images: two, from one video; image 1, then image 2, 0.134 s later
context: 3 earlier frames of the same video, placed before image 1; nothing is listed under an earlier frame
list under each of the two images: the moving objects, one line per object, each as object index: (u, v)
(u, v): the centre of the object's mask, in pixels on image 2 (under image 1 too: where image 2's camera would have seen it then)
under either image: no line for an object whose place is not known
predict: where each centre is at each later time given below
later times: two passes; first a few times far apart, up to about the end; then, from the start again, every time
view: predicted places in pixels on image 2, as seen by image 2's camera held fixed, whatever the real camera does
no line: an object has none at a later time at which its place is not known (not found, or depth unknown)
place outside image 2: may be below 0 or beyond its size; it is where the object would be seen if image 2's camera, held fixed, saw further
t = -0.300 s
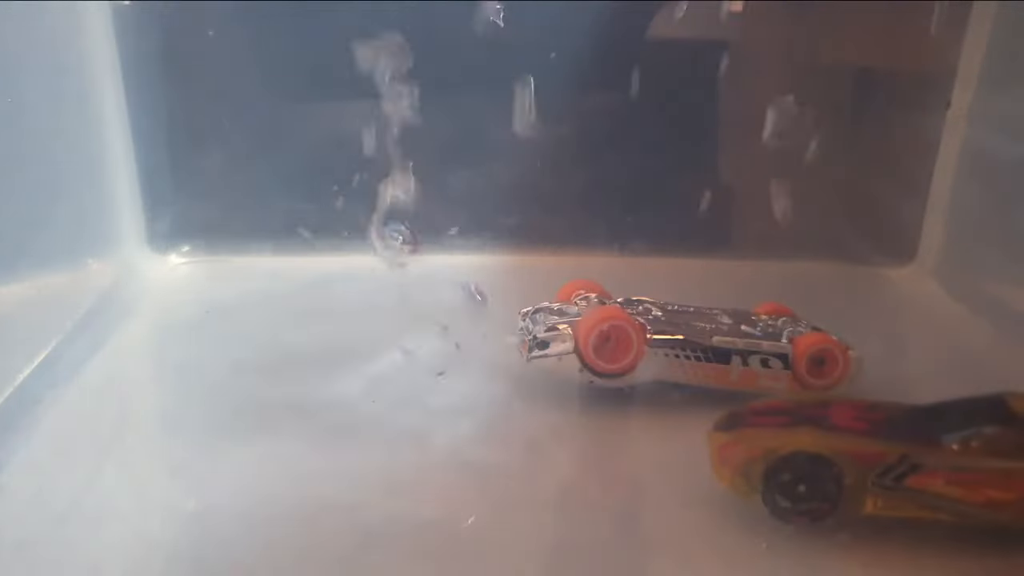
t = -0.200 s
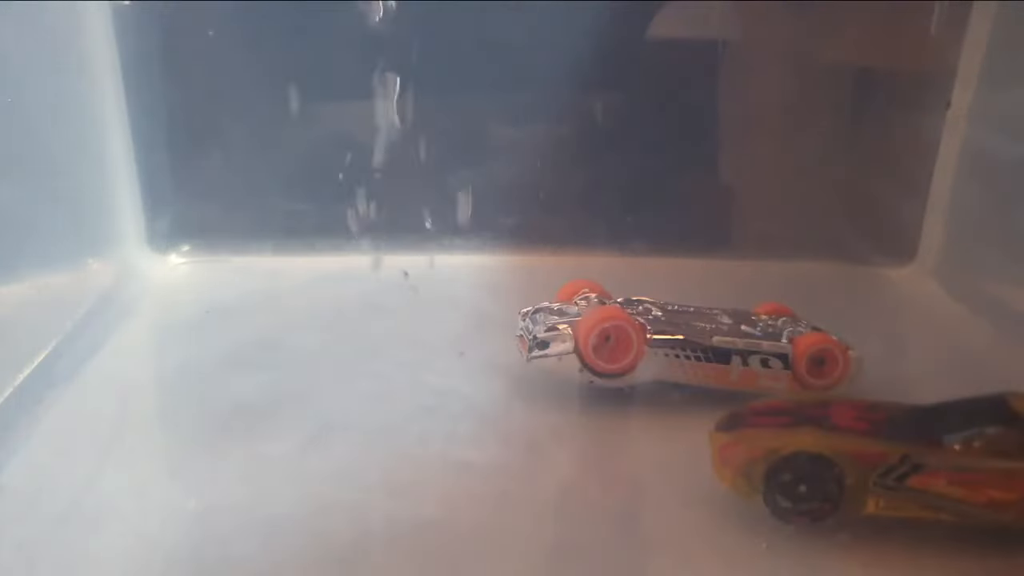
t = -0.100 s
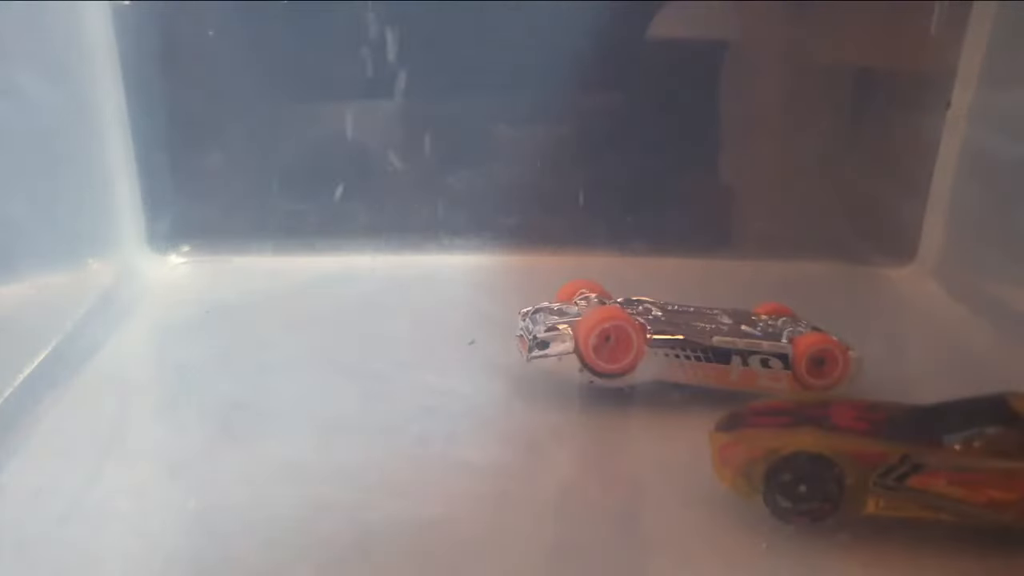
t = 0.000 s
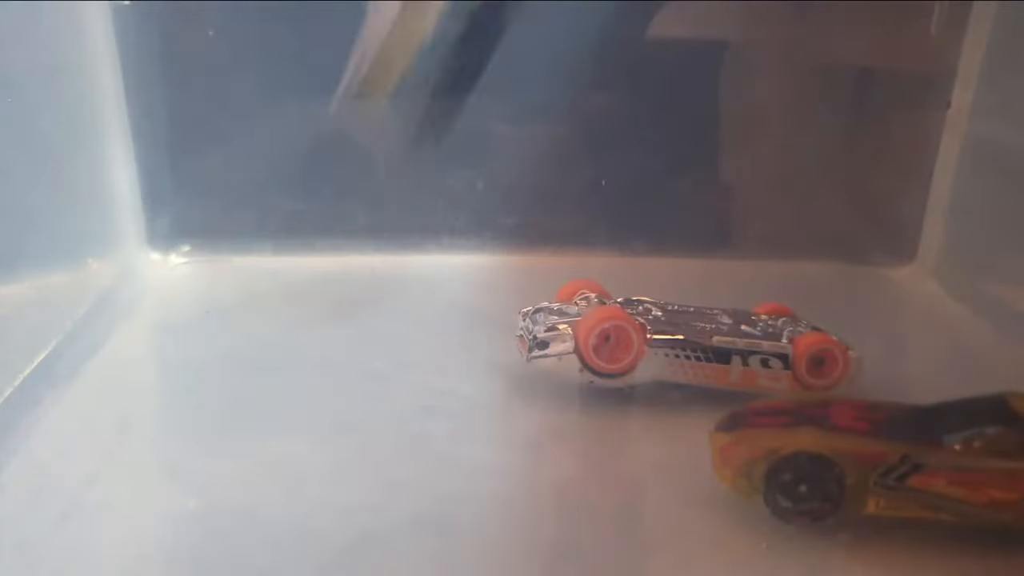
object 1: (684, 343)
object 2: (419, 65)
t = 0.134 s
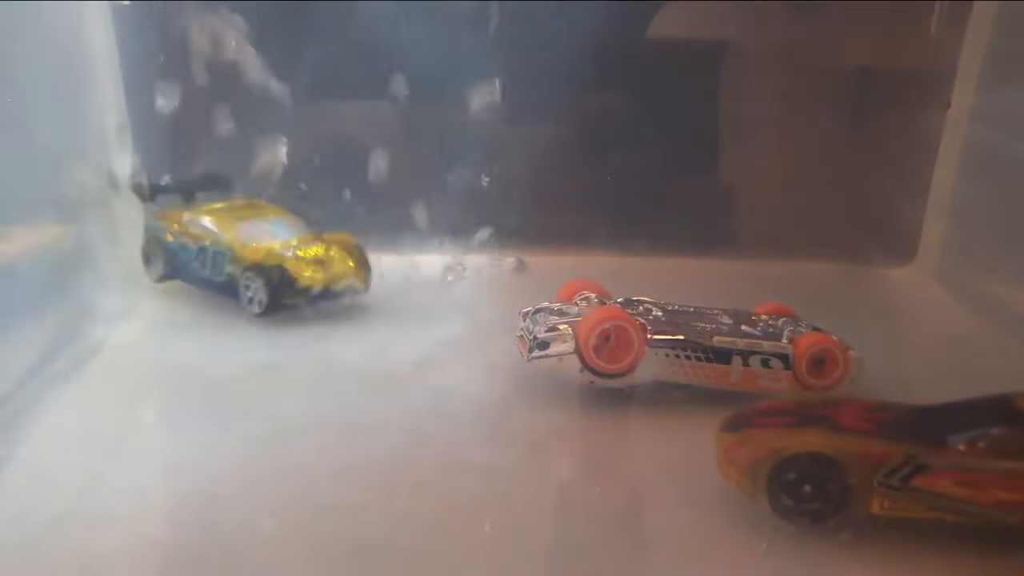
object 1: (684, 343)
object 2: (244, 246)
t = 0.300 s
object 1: (684, 343)
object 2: (253, 255)
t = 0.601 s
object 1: (684, 342)
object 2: (342, 292)
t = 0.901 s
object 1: (702, 348)
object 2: (414, 324)
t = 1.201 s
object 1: (703, 348)
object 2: (417, 325)
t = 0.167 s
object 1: (684, 343)
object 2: (243, 249)
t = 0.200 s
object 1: (684, 343)
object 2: (242, 251)
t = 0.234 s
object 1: (684, 343)
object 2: (244, 251)
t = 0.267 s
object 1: (684, 343)
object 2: (247, 253)
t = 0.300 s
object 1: (684, 343)
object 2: (253, 255)
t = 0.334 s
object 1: (684, 342)
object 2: (260, 259)
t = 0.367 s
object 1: (684, 343)
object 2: (268, 262)
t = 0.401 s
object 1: (684, 343)
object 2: (276, 265)
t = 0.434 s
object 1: (684, 343)
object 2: (286, 269)
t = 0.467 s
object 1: (684, 342)
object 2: (296, 273)
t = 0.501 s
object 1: (684, 343)
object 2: (306, 277)
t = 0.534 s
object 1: (684, 342)
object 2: (317, 281)
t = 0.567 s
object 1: (684, 343)
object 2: (329, 287)
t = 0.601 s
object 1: (684, 342)
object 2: (342, 292)
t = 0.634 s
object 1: (684, 342)
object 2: (356, 297)
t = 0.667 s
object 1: (684, 342)
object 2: (371, 302)
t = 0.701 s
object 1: (686, 343)
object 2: (385, 308)
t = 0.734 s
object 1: (690, 343)
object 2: (393, 313)
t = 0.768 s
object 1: (693, 344)
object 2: (399, 316)
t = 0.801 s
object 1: (694, 346)
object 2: (405, 319)
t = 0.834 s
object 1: (697, 347)
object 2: (409, 322)
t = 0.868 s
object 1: (700, 347)
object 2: (412, 323)
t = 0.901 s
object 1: (702, 348)
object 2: (414, 324)
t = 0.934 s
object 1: (703, 348)
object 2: (416, 325)
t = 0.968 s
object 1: (703, 348)
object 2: (416, 325)
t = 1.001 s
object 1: (703, 348)
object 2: (416, 325)
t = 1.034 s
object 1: (703, 348)
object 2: (416, 325)
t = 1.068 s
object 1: (703, 348)
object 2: (416, 325)
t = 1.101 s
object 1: (703, 348)
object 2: (417, 325)
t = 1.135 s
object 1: (703, 348)
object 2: (416, 325)
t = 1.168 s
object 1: (703, 348)
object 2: (417, 325)
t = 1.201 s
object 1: (703, 348)
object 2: (417, 325)
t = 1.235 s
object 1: (703, 348)
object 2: (417, 325)
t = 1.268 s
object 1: (703, 348)
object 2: (417, 325)
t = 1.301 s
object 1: (704, 348)
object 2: (417, 326)
